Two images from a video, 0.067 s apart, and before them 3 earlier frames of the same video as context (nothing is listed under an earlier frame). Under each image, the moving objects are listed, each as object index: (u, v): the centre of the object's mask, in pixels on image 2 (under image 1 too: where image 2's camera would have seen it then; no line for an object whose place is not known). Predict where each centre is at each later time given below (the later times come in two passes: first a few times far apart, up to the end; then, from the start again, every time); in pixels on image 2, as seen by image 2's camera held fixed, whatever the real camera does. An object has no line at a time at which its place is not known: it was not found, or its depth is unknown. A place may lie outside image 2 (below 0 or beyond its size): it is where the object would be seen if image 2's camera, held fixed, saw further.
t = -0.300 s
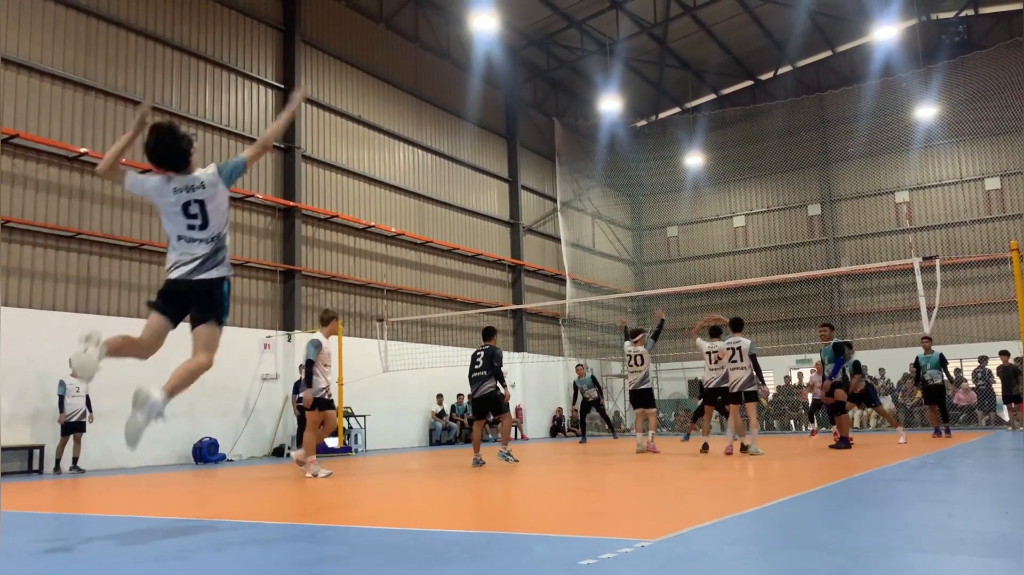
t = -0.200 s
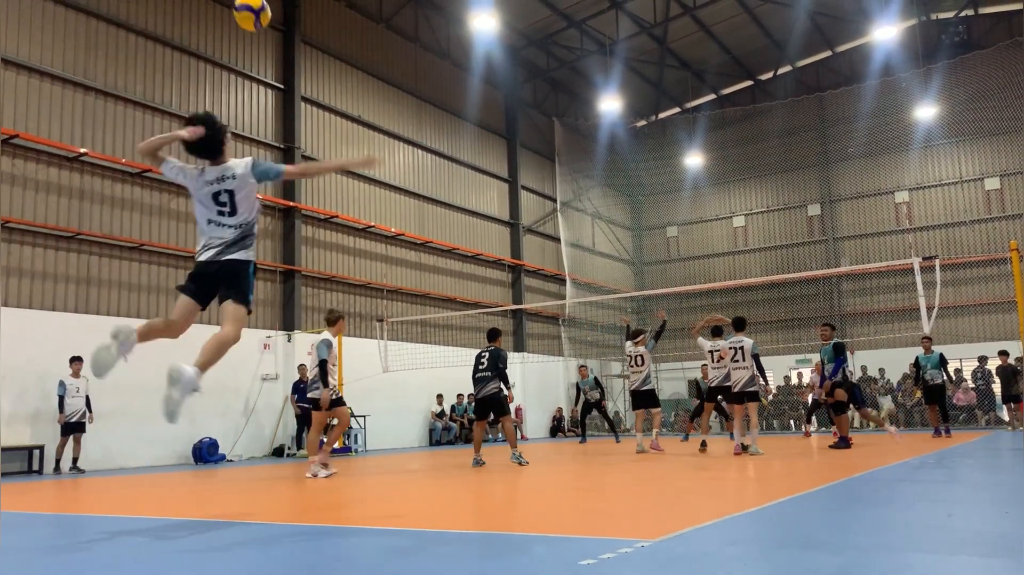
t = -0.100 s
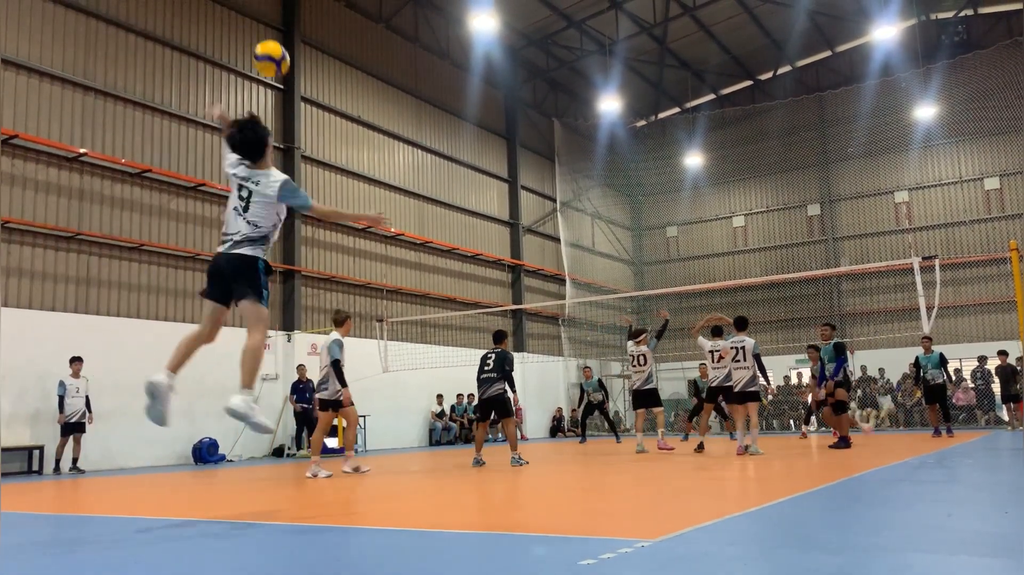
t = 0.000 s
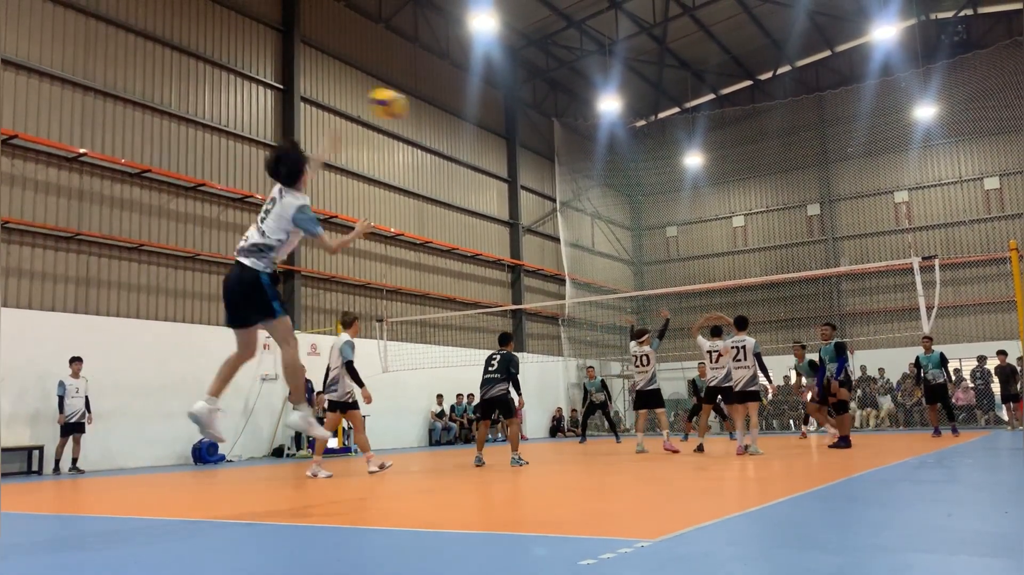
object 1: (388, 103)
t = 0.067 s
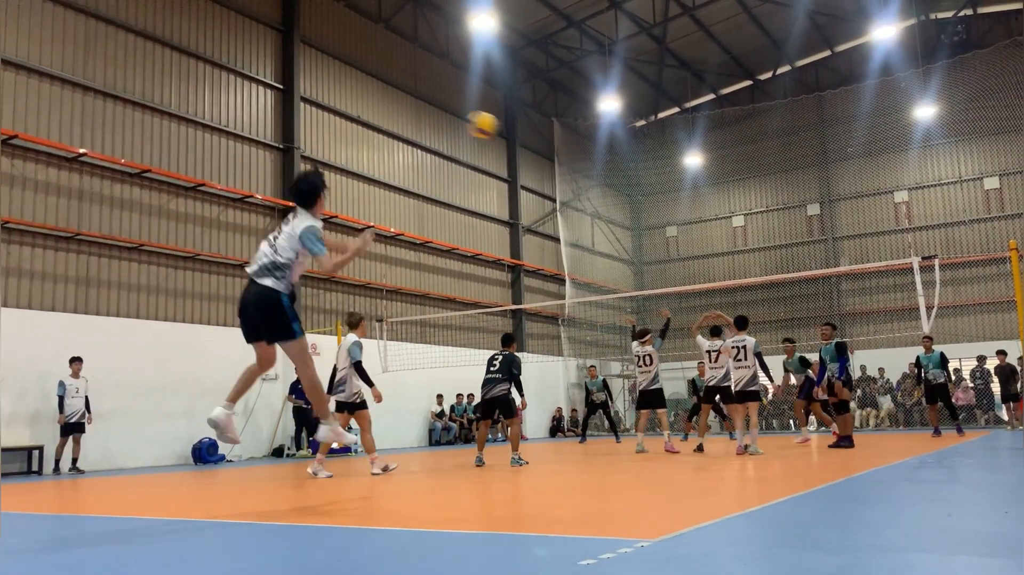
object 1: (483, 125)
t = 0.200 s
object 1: (613, 163)
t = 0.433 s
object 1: (753, 233)
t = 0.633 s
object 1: (831, 292)
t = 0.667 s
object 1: (842, 302)
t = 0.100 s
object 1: (521, 135)
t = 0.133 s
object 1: (555, 144)
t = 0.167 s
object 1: (585, 153)
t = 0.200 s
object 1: (613, 163)
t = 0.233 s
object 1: (637, 173)
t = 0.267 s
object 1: (661, 183)
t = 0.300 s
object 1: (681, 194)
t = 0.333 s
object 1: (701, 204)
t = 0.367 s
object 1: (720, 213)
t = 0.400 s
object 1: (738, 223)
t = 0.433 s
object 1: (753, 233)
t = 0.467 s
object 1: (768, 243)
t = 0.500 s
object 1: (782, 253)
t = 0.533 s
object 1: (796, 264)
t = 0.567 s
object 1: (809, 274)
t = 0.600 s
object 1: (821, 283)
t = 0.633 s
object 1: (831, 292)
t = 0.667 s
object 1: (842, 302)
